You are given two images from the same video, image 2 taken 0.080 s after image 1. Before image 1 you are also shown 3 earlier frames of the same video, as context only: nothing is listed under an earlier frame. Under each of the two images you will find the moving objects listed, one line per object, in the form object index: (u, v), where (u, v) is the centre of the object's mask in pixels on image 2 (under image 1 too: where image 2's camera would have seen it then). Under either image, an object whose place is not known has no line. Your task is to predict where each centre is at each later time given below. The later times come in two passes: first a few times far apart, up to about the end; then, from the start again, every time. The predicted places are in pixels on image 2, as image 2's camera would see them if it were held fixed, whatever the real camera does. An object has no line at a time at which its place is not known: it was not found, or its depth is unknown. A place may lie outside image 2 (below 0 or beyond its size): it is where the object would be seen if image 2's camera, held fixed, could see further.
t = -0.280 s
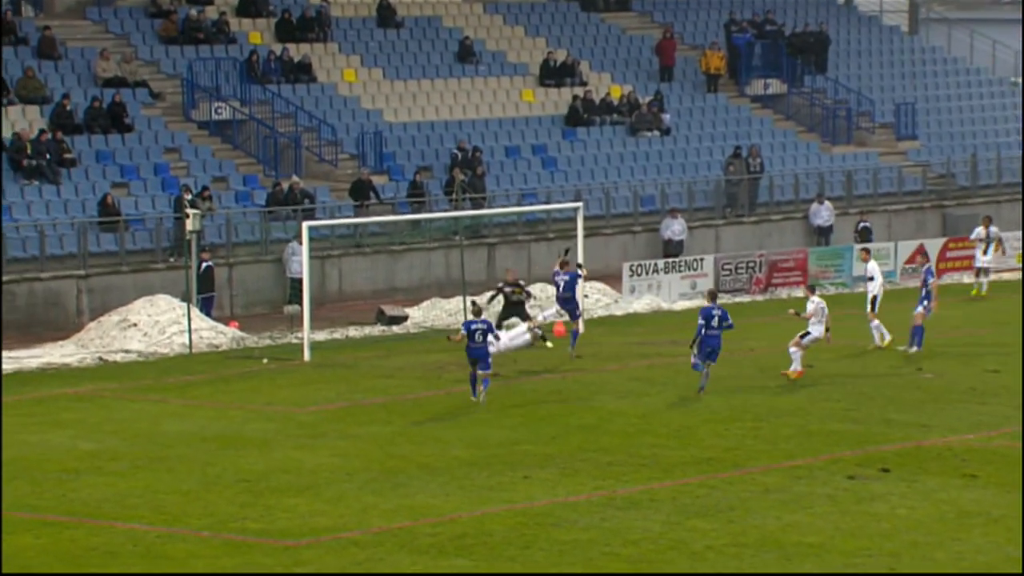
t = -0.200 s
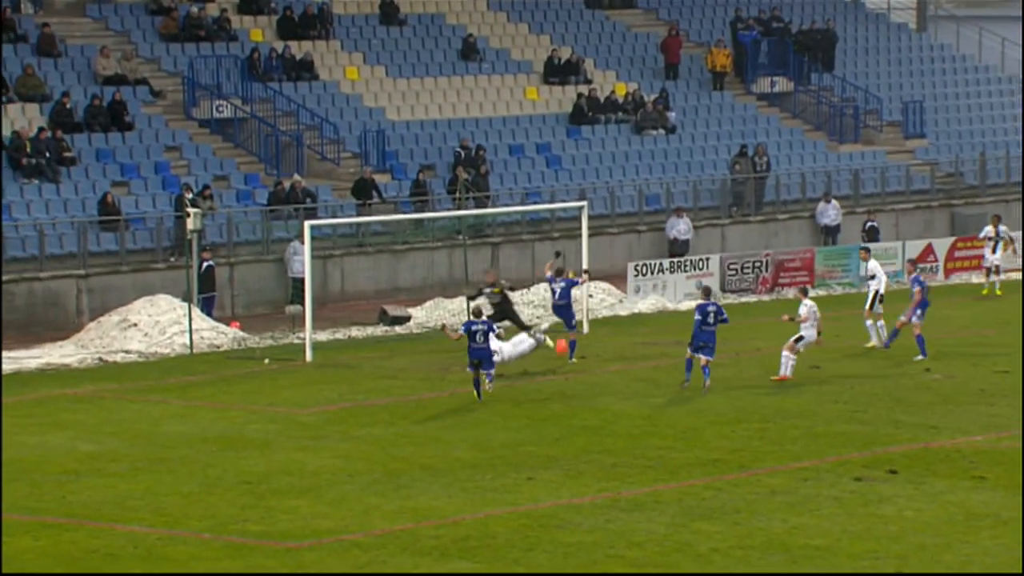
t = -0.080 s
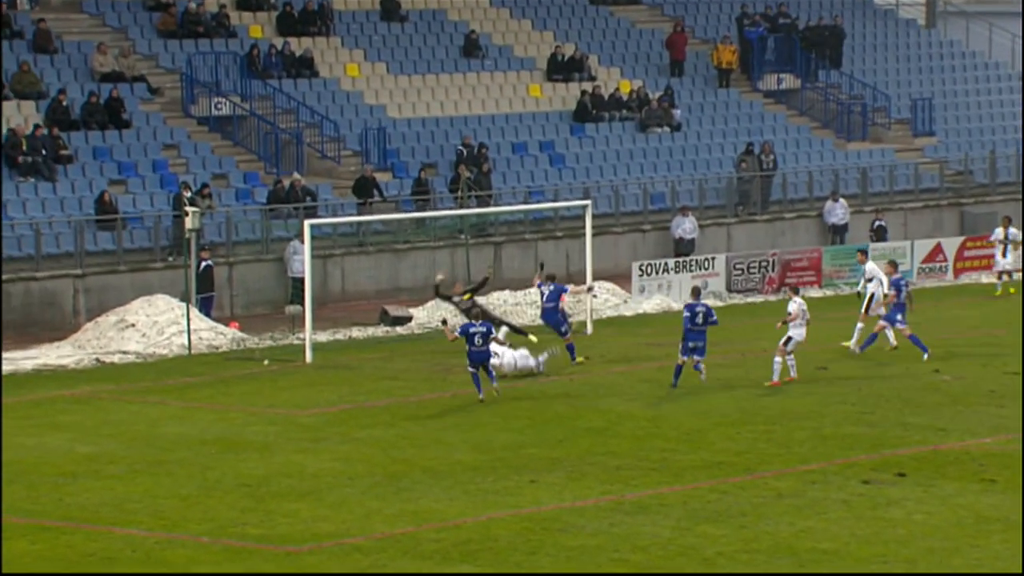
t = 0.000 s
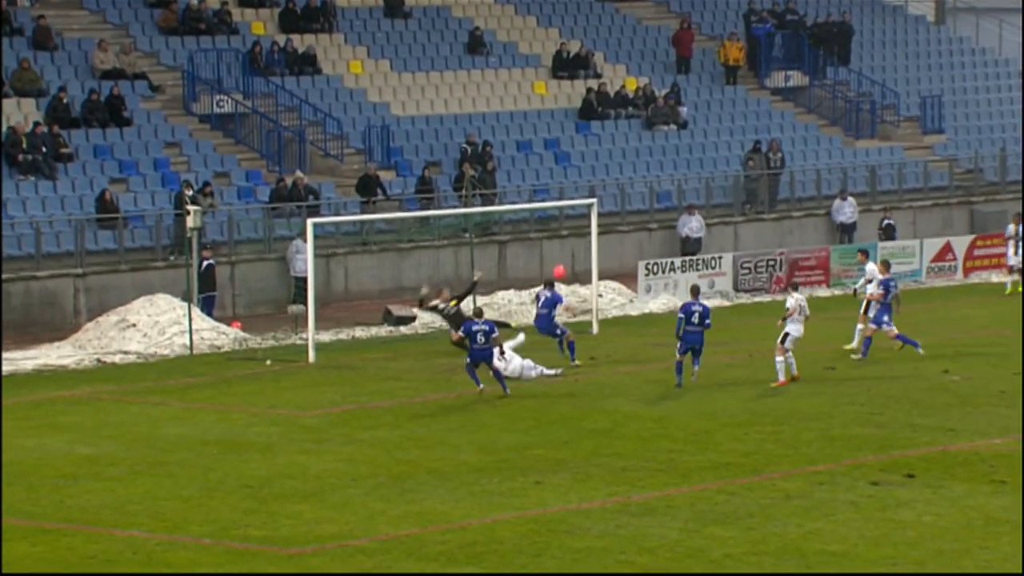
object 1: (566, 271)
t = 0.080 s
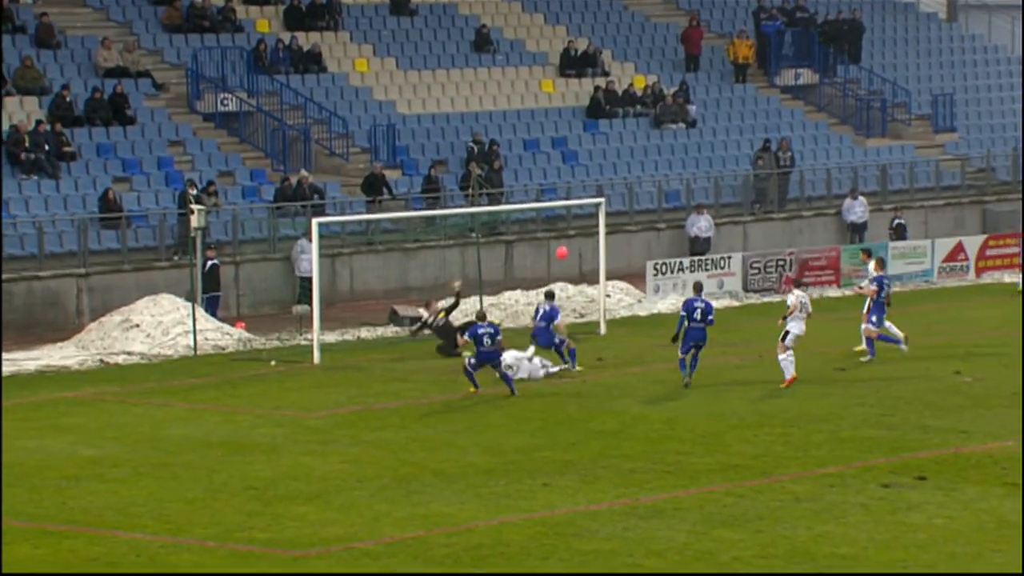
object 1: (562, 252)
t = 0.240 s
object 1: (553, 229)
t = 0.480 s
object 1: (517, 233)
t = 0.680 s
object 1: (482, 260)
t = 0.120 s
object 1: (560, 245)
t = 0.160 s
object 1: (558, 238)
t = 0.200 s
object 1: (556, 233)
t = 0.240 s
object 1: (553, 229)
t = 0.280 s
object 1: (550, 227)
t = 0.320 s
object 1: (544, 225)
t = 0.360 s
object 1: (539, 225)
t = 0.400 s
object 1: (532, 227)
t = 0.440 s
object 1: (525, 230)
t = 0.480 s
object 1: (517, 233)
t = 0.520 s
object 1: (511, 237)
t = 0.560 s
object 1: (504, 242)
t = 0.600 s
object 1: (496, 247)
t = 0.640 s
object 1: (489, 253)
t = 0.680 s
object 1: (482, 260)
